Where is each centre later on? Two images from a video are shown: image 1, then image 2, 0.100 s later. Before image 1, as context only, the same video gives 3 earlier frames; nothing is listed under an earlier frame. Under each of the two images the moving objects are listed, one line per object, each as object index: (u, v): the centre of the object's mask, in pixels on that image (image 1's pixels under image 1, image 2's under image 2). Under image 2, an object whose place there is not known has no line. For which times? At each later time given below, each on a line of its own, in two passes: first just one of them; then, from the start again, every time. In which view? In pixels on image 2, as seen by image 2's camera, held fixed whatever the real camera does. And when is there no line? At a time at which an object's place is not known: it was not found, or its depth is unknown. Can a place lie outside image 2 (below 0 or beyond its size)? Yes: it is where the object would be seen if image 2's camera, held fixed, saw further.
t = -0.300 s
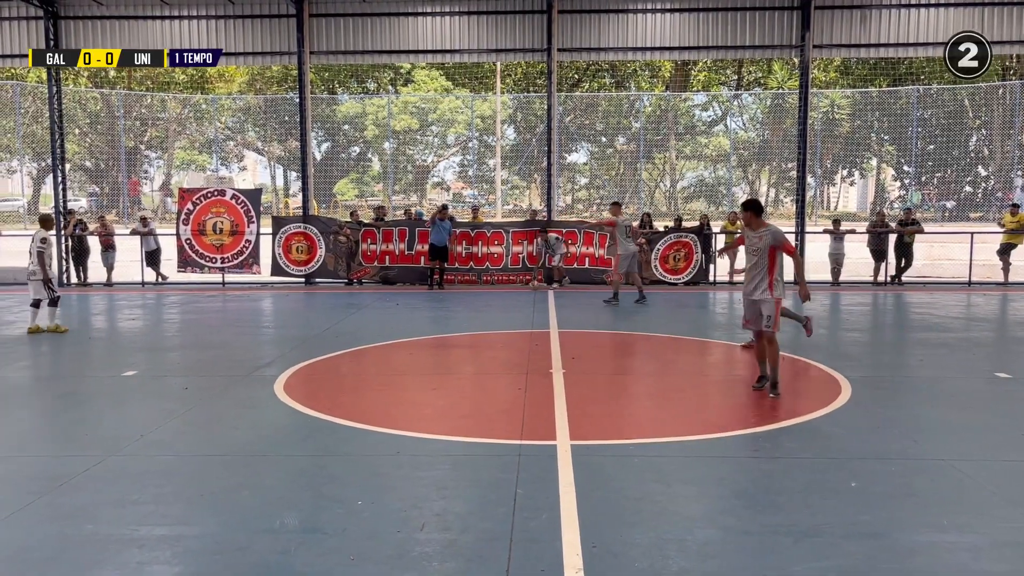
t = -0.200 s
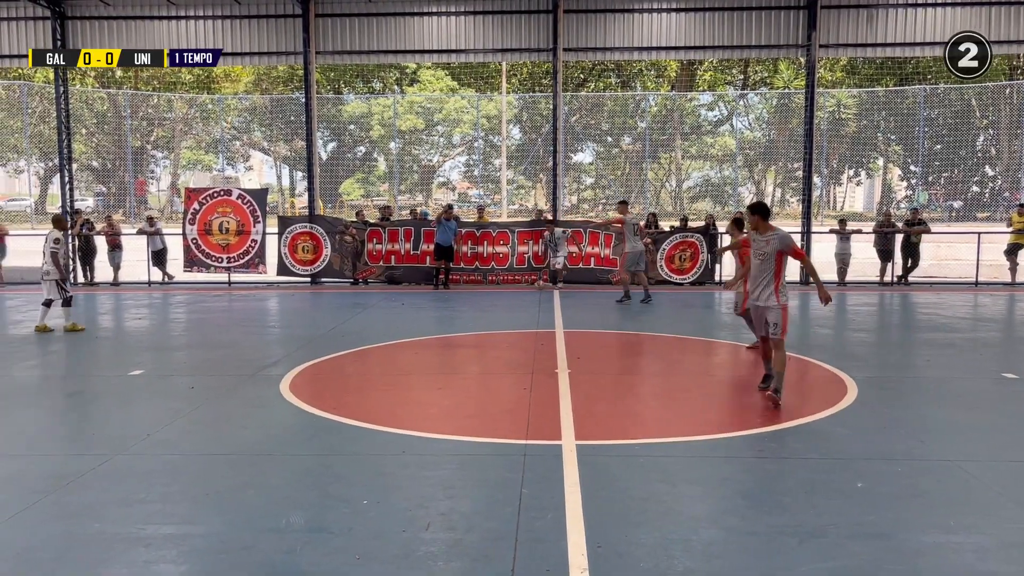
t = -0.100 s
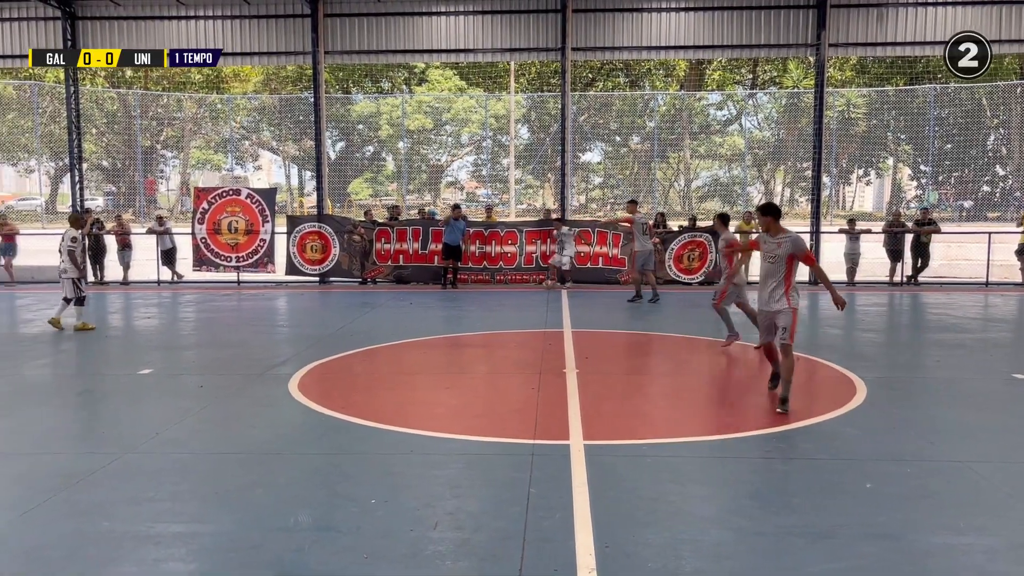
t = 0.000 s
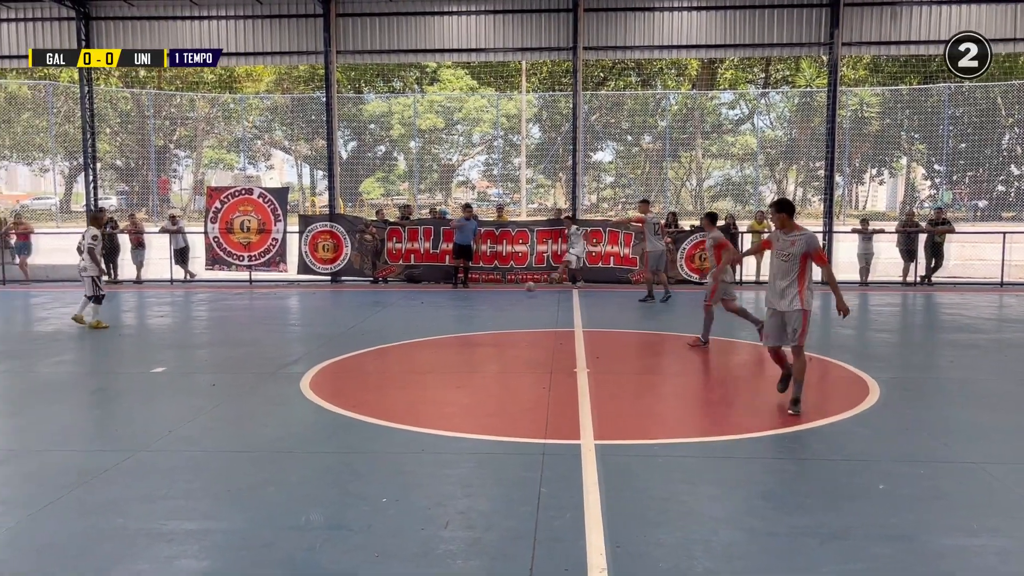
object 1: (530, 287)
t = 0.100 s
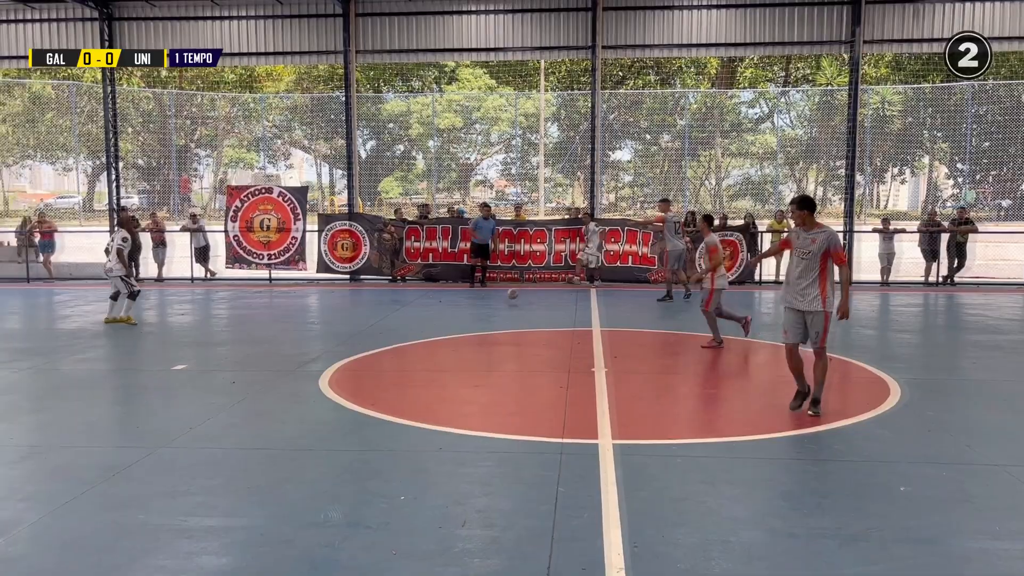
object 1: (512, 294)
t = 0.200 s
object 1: (472, 309)
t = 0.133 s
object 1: (500, 297)
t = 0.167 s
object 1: (486, 303)
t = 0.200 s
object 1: (472, 309)
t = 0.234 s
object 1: (459, 310)
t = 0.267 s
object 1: (444, 313)
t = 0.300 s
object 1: (429, 317)
